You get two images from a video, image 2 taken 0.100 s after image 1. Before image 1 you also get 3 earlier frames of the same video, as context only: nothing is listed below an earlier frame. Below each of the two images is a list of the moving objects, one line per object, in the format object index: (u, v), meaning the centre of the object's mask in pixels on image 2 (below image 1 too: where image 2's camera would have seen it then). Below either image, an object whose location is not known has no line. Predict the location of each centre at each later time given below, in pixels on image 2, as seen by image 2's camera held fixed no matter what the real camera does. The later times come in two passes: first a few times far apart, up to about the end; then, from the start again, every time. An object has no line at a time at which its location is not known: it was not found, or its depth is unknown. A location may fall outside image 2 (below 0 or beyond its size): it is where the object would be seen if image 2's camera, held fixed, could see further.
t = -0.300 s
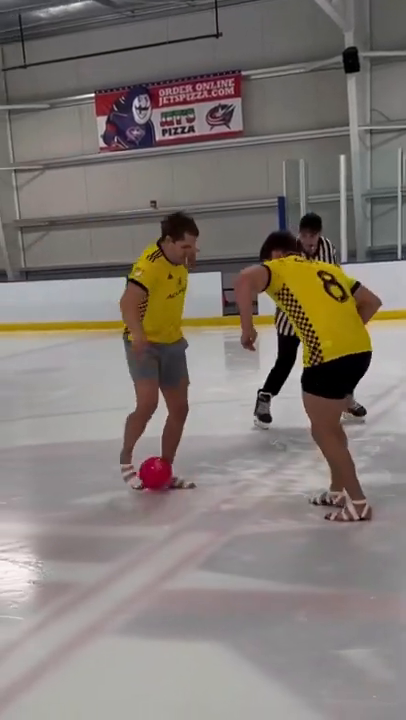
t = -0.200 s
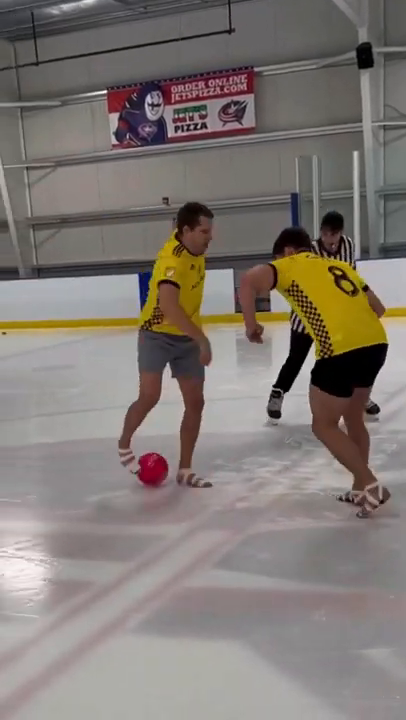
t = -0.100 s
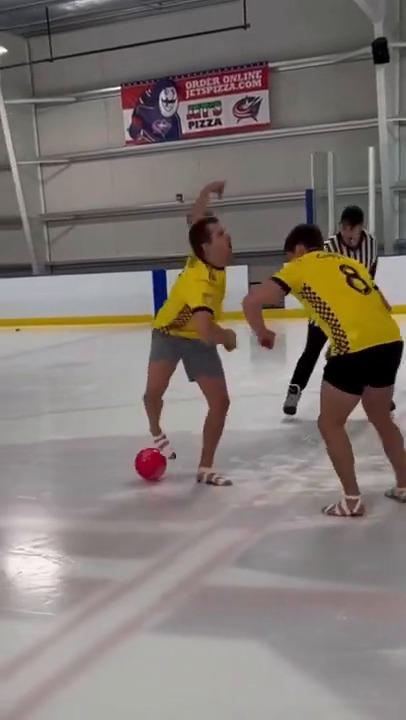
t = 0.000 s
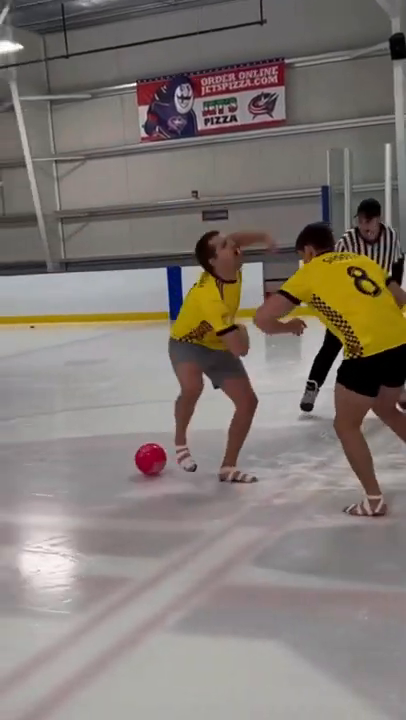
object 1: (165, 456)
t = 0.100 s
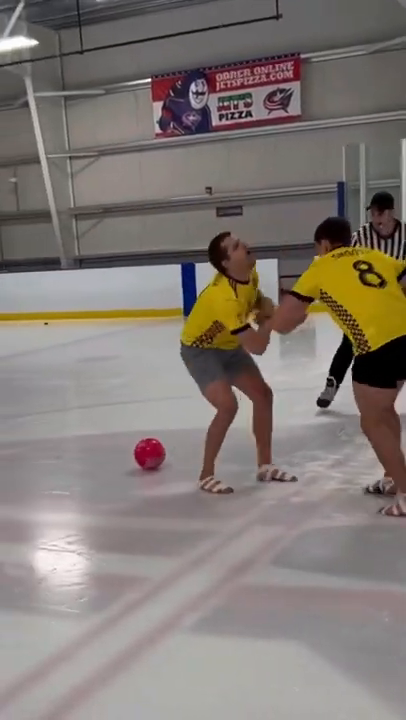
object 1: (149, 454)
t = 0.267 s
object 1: (123, 450)
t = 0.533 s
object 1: (84, 445)
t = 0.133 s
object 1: (144, 453)
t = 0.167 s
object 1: (139, 452)
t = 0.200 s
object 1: (134, 452)
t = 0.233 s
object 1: (128, 451)
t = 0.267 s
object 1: (123, 450)
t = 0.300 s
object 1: (118, 449)
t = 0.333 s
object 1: (113, 449)
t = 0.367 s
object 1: (108, 448)
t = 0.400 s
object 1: (103, 447)
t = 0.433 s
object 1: (98, 447)
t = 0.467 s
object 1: (93, 446)
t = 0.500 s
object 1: (88, 445)
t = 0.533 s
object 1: (84, 445)
